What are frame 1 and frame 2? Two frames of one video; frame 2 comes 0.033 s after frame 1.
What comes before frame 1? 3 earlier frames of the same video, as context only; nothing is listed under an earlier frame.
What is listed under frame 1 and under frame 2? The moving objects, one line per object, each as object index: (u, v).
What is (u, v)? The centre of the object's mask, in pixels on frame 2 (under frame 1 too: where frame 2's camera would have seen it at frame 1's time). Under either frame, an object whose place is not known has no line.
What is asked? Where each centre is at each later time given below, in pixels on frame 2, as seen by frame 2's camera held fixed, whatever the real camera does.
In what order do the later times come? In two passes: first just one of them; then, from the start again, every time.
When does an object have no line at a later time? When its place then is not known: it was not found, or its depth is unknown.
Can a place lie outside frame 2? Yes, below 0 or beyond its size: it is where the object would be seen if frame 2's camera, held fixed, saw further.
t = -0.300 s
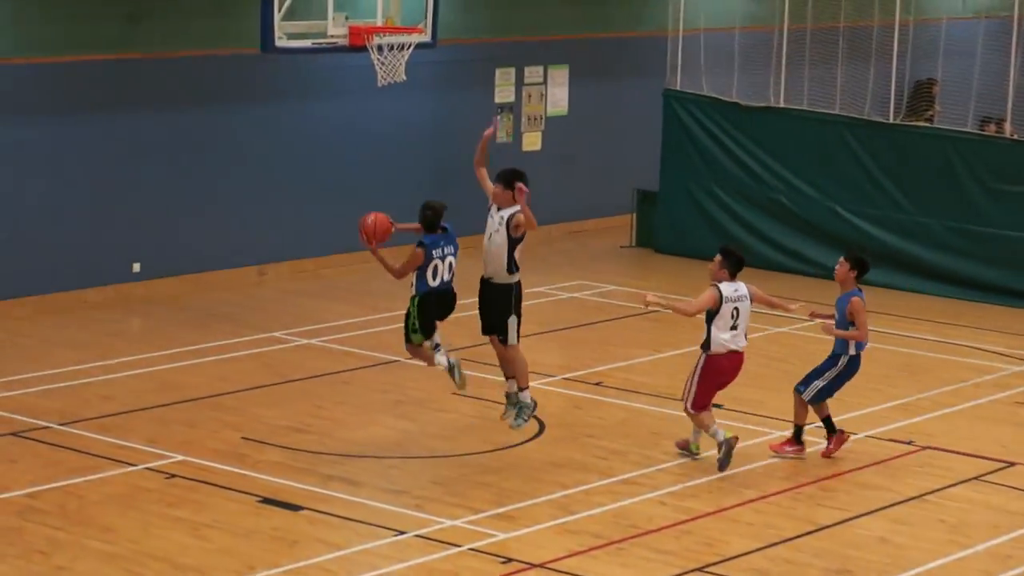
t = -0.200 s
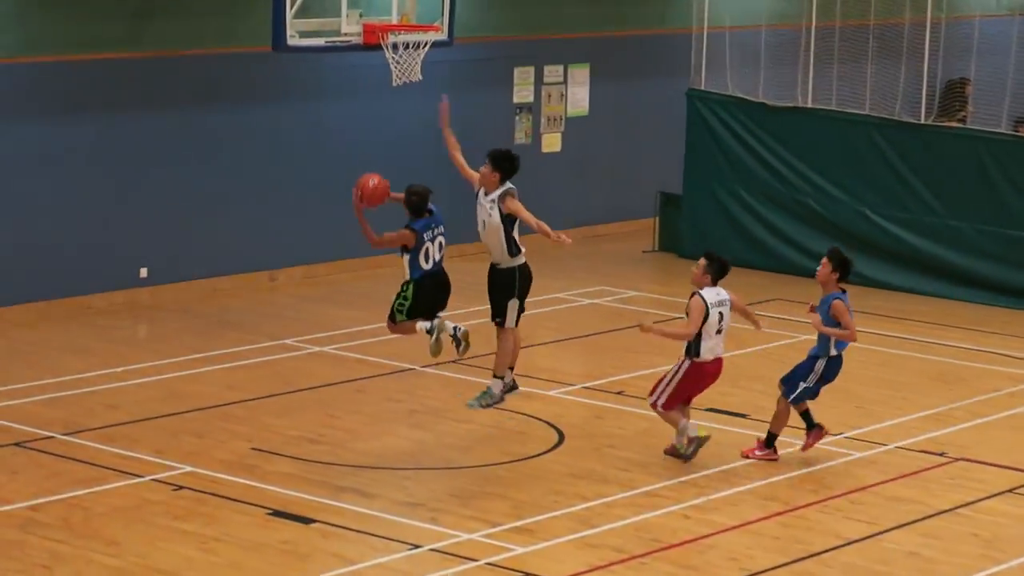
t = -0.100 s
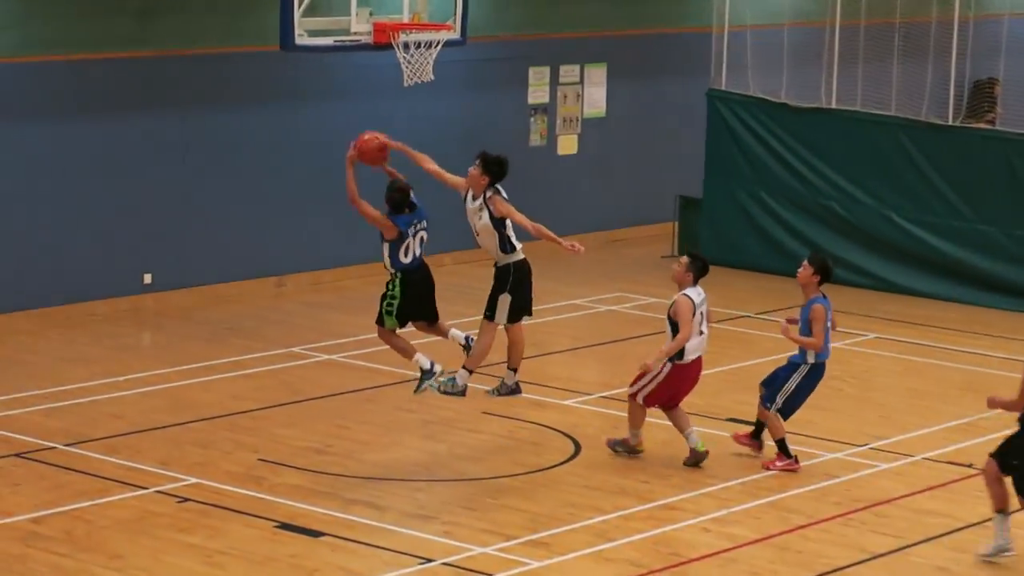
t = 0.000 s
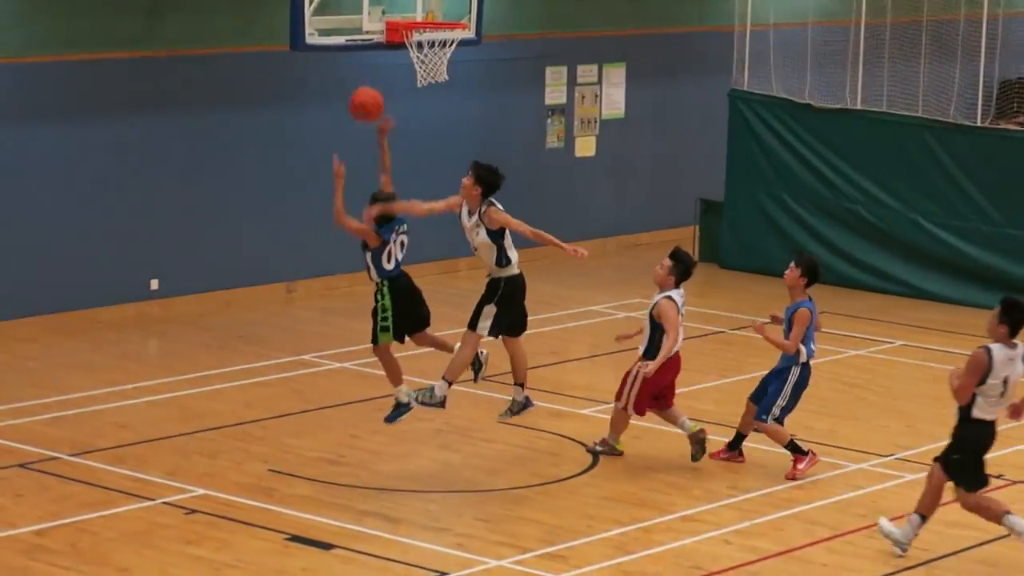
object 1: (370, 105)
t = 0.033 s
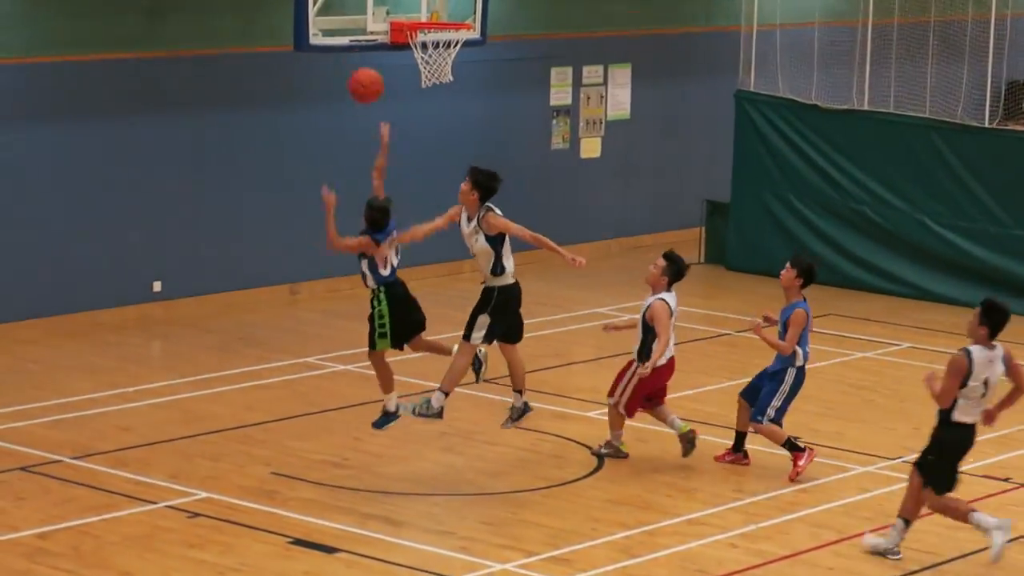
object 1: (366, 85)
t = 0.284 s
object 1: (330, 0)
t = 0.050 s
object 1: (363, 76)
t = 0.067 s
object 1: (361, 70)
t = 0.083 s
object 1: (359, 62)
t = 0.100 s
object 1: (357, 54)
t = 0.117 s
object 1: (354, 47)
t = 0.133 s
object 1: (352, 41)
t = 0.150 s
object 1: (349, 32)
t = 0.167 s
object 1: (346, 27)
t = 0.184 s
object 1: (344, 21)
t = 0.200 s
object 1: (342, 15)
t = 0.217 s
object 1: (340, 10)
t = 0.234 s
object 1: (337, 8)
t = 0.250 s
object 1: (335, 5)
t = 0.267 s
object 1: (332, 3)
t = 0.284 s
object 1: (330, 0)
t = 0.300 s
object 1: (328, -2)
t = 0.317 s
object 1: (330, -1)
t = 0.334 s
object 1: (333, -3)
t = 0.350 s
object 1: (337, -1)
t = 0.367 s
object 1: (339, -1)
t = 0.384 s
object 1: (342, 0)
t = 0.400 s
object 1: (346, 1)
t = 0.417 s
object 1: (349, 2)
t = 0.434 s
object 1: (350, 4)
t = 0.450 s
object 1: (353, 7)
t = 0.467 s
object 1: (355, 11)
